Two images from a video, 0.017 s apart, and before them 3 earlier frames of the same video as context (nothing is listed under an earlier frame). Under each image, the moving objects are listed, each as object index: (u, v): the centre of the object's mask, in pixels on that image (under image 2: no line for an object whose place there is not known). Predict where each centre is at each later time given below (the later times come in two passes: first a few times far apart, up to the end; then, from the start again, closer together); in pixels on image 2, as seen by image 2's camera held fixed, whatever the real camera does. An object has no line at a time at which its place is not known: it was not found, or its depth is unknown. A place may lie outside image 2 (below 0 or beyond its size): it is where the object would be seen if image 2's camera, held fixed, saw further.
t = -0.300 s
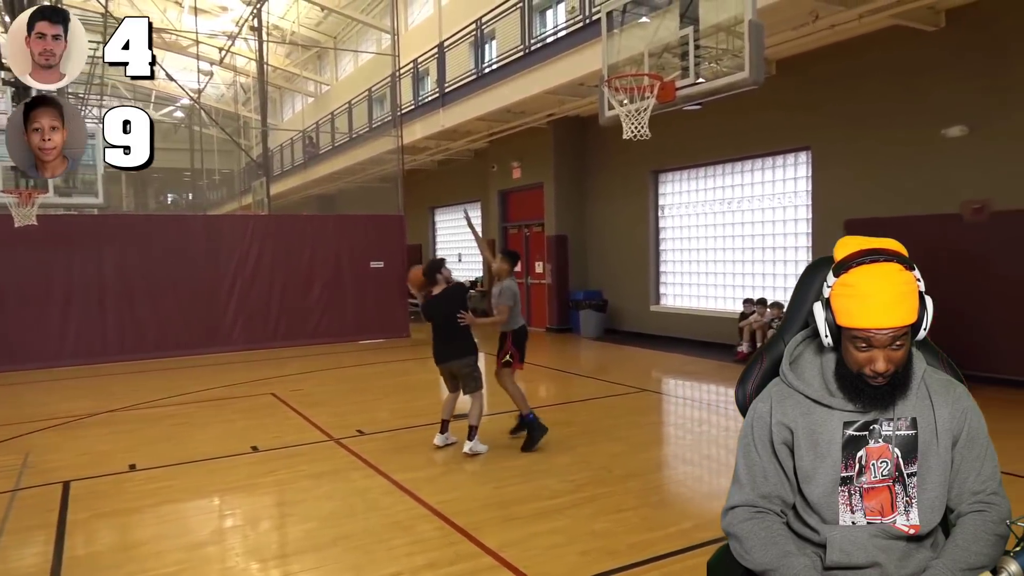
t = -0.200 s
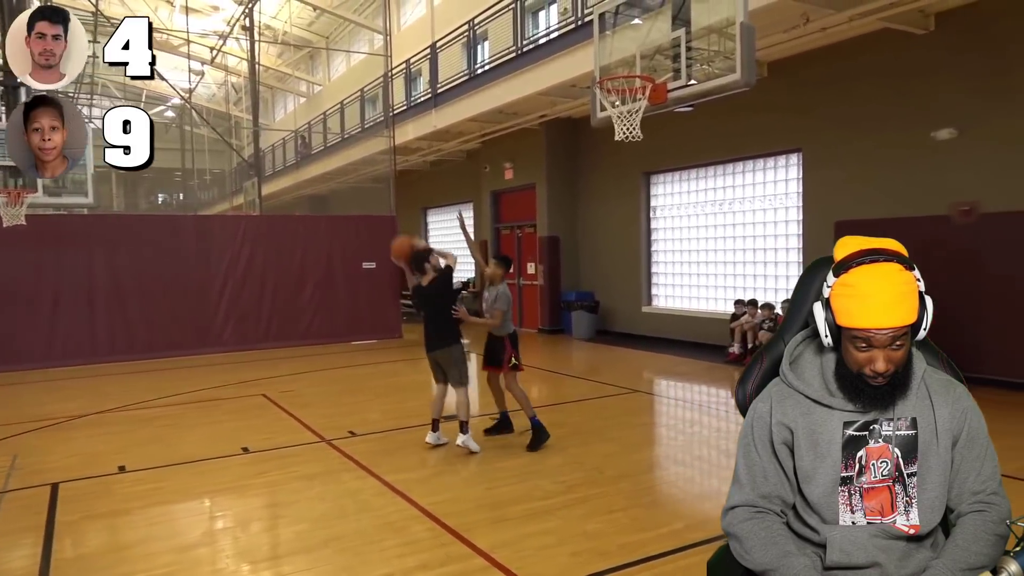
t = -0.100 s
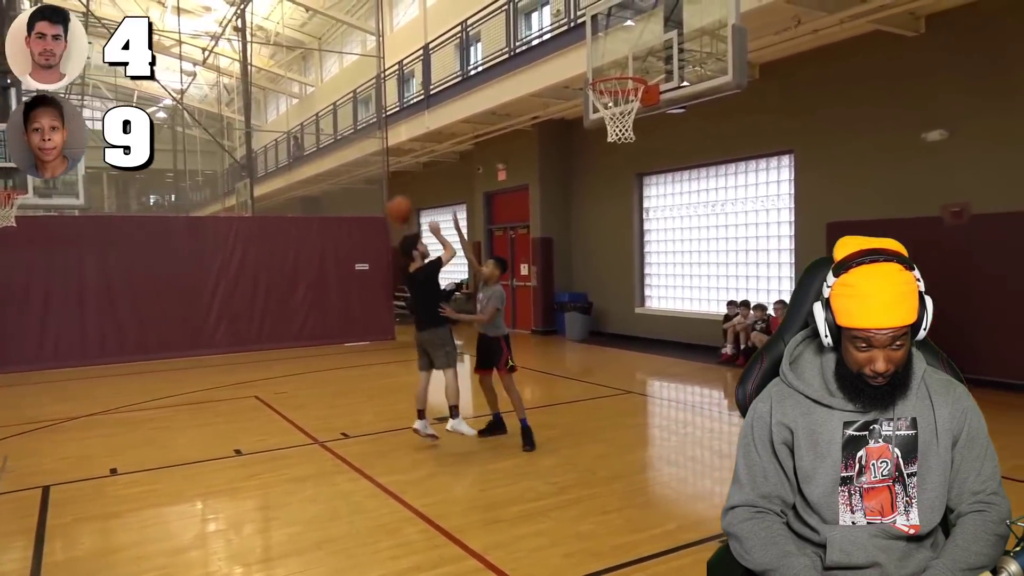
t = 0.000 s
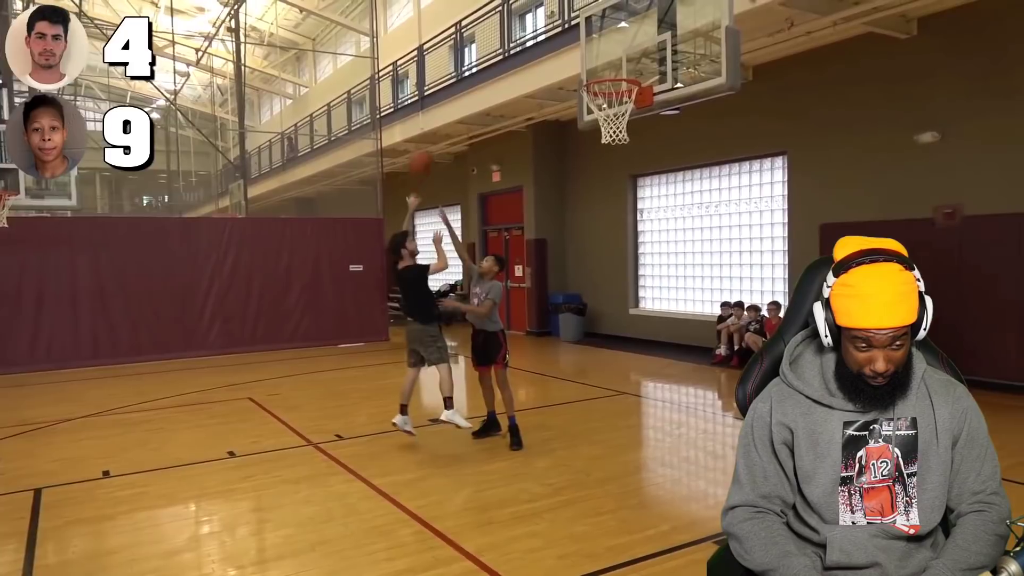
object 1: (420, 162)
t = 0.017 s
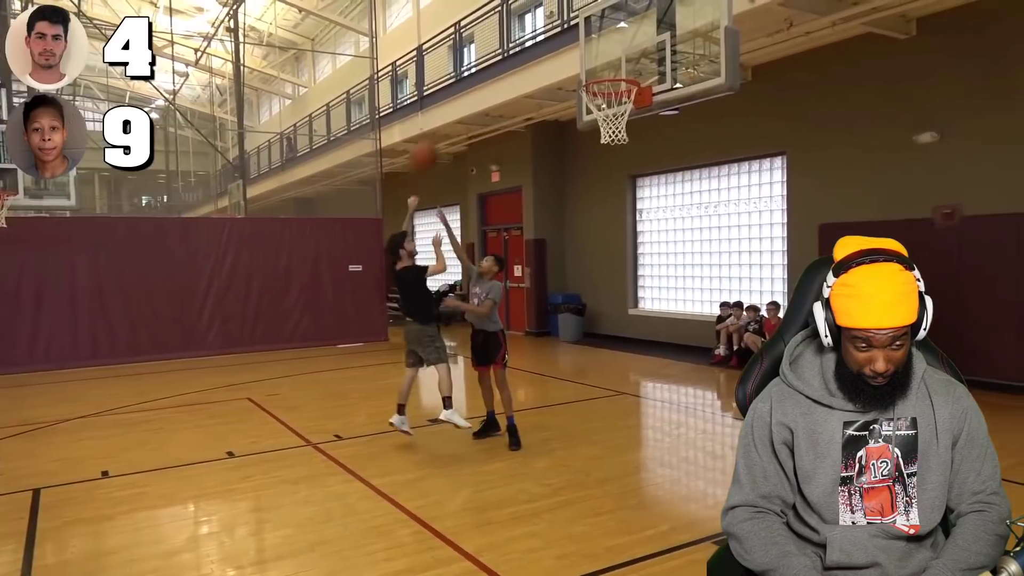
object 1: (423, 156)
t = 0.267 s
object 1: (506, 78)
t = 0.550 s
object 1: (603, 70)
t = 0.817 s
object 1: (622, 61)
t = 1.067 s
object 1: (609, 104)
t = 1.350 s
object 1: (597, 200)
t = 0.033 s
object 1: (430, 147)
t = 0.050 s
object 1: (435, 141)
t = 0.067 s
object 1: (441, 134)
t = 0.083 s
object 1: (446, 128)
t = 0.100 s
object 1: (451, 122)
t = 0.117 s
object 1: (457, 116)
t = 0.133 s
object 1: (462, 110)
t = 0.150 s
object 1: (468, 105)
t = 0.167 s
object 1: (474, 101)
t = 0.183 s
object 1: (479, 96)
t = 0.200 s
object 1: (485, 92)
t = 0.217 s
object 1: (490, 88)
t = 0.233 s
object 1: (496, 85)
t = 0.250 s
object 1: (501, 80)
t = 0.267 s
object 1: (506, 78)
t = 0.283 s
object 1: (512, 75)
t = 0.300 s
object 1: (518, 73)
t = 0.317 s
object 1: (523, 71)
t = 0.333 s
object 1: (529, 69)
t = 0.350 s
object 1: (534, 67)
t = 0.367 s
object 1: (539, 66)
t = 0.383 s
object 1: (545, 65)
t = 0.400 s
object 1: (551, 65)
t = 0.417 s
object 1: (556, 64)
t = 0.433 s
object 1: (562, 64)
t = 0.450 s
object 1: (568, 64)
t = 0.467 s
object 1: (573, 65)
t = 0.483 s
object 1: (579, 66)
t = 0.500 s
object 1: (585, 67)
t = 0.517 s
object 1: (591, 68)
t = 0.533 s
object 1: (596, 69)
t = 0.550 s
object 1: (603, 70)
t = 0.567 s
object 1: (609, 71)
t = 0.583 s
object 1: (614, 71)
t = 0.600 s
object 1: (615, 73)
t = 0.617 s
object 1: (618, 70)
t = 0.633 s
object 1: (620, 69)
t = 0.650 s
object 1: (622, 67)
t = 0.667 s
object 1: (625, 66)
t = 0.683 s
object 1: (626, 64)
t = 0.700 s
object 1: (625, 63)
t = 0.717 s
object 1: (625, 62)
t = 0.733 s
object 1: (624, 61)
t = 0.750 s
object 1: (624, 60)
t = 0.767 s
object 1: (623, 60)
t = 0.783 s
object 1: (623, 60)
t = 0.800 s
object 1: (623, 60)
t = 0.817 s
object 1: (622, 61)
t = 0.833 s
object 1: (622, 62)
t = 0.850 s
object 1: (621, 63)
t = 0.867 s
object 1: (620, 64)
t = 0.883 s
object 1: (620, 66)
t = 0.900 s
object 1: (619, 67)
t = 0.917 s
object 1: (618, 69)
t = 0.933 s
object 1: (617, 70)
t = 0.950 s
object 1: (617, 73)
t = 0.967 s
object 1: (617, 75)
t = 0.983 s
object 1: (617, 77)
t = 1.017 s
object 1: (612, 95)
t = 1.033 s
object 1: (613, 100)
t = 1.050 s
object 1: (612, 103)
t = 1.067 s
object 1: (609, 104)
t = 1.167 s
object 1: (606, 137)
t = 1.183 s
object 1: (605, 139)
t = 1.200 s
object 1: (604, 142)
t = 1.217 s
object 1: (604, 147)
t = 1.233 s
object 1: (603, 152)
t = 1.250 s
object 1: (602, 158)
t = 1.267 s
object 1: (601, 164)
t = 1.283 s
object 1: (600, 171)
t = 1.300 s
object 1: (600, 178)
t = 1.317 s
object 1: (599, 184)
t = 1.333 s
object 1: (598, 192)
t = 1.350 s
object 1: (597, 200)
